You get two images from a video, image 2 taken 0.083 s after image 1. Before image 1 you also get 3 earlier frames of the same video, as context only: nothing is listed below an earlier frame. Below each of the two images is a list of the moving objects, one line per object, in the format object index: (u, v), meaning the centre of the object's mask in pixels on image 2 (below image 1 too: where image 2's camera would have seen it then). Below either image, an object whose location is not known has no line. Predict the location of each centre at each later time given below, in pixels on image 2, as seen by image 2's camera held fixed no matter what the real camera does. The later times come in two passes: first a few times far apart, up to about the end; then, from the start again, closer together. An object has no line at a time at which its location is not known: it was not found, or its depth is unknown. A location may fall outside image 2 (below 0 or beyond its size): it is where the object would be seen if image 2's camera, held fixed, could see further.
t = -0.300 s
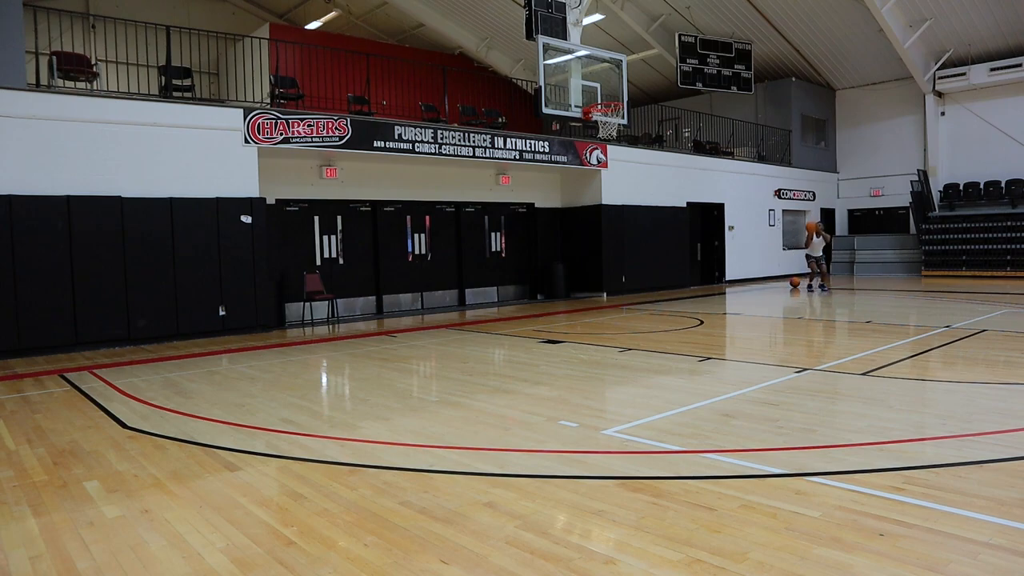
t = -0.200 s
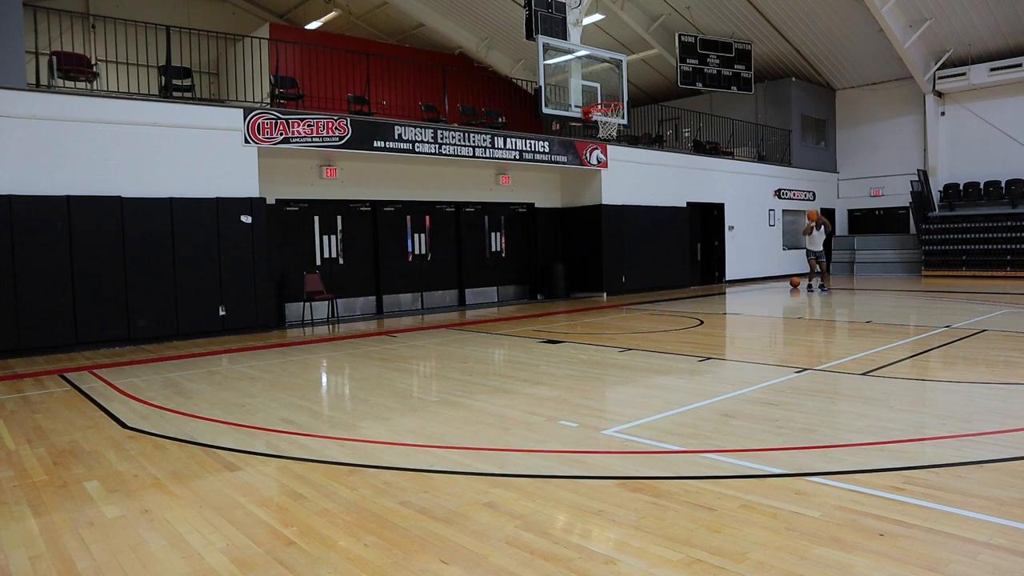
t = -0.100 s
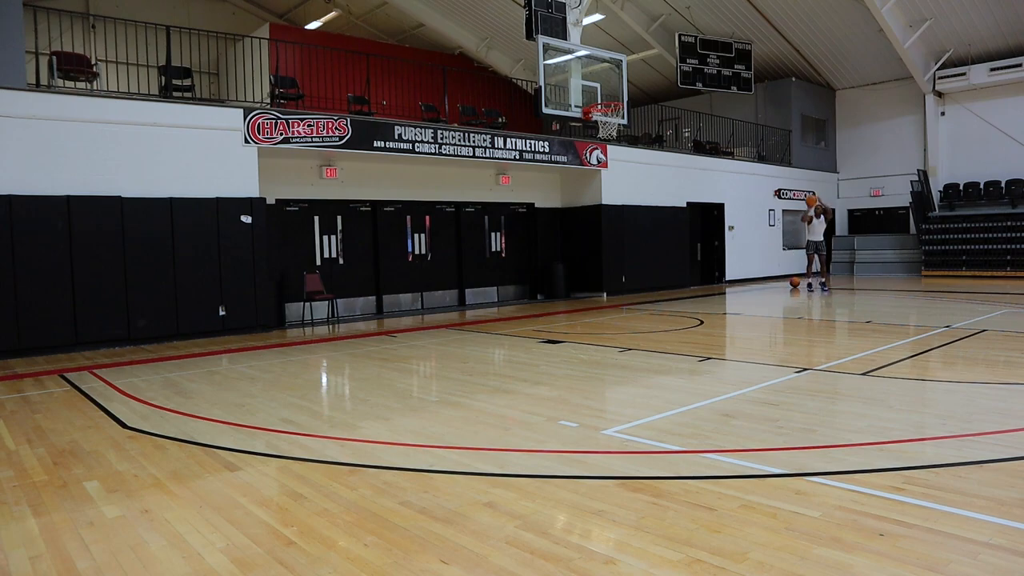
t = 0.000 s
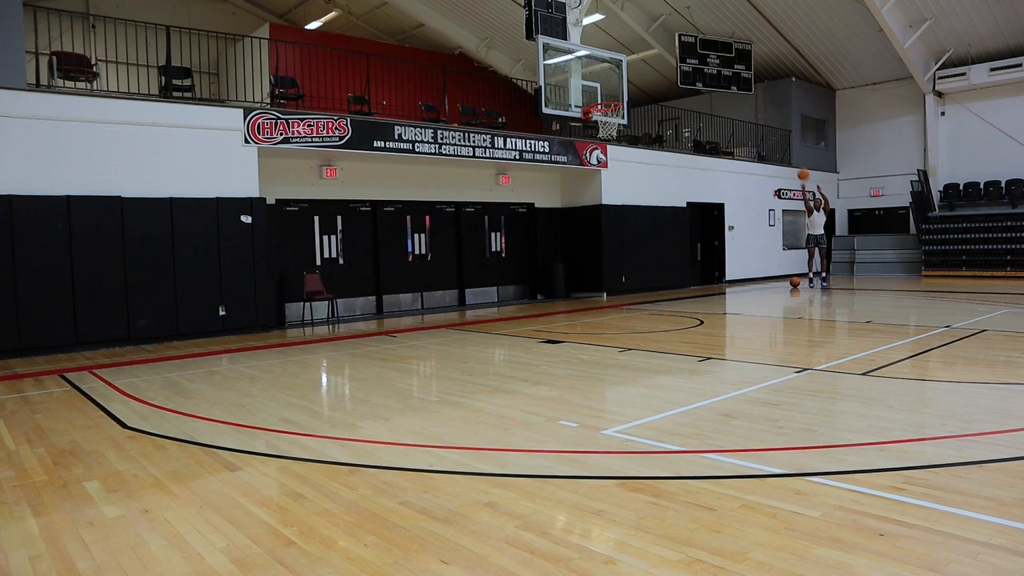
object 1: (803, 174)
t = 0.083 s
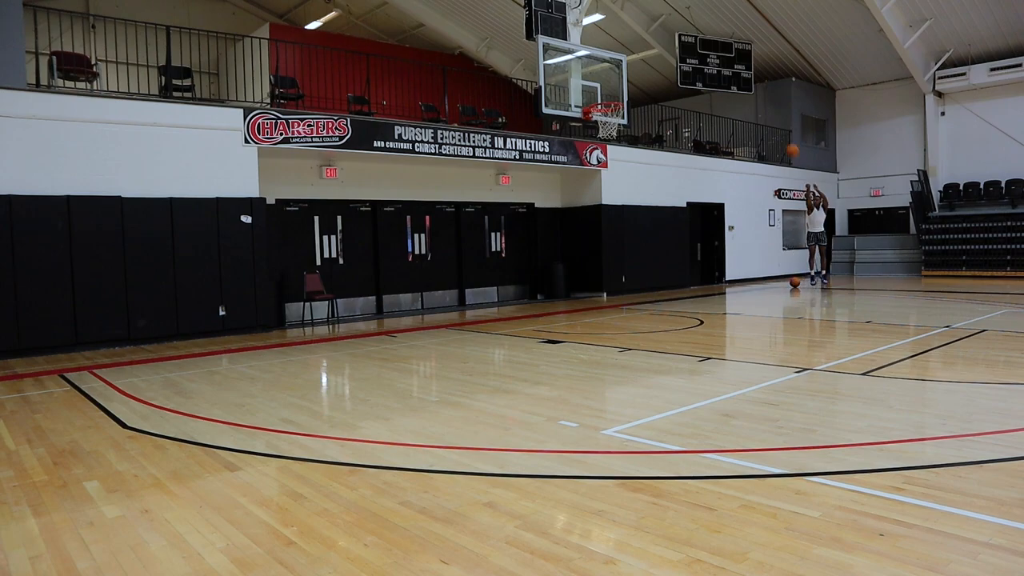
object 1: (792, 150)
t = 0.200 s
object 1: (775, 121)
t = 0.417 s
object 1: (741, 80)
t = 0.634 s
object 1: (704, 60)
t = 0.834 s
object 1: (666, 65)
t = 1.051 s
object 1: (620, 99)
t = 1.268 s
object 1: (596, 72)
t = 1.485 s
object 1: (572, 75)
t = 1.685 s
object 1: (549, 113)
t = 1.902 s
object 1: (522, 195)
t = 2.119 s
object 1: (496, 328)
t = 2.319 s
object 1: (468, 262)
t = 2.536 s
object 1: (435, 203)
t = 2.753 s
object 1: (400, 185)
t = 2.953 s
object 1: (366, 212)
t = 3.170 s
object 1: (329, 295)
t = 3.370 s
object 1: (292, 344)
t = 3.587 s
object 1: (245, 282)
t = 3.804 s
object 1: (196, 273)
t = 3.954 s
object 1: (162, 304)
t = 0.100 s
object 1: (790, 146)
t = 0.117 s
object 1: (787, 141)
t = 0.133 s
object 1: (785, 137)
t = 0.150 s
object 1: (783, 133)
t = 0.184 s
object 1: (778, 125)
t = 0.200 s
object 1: (775, 121)
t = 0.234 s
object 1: (770, 113)
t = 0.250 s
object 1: (768, 109)
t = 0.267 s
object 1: (765, 106)
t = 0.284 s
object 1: (763, 103)
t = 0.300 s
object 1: (761, 99)
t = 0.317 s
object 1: (758, 96)
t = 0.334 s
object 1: (755, 94)
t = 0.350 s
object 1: (752, 90)
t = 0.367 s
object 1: (749, 88)
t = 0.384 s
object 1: (747, 85)
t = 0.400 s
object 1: (744, 83)
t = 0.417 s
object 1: (741, 80)
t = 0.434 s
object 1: (738, 78)
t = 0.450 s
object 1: (736, 76)
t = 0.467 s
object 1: (733, 74)
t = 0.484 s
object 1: (730, 72)
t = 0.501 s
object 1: (728, 70)
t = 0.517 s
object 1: (725, 68)
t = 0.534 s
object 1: (722, 66)
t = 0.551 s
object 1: (719, 65)
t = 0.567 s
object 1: (716, 63)
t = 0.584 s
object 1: (713, 63)
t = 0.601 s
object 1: (710, 62)
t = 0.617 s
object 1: (708, 61)
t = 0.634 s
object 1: (704, 60)
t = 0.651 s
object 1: (701, 59)
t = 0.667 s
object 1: (698, 59)
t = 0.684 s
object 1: (694, 59)
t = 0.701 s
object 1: (692, 59)
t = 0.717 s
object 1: (688, 59)
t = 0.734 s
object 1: (685, 59)
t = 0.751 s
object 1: (682, 60)
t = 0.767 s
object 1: (679, 61)
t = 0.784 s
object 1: (676, 62)
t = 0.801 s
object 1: (672, 63)
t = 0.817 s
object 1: (669, 64)
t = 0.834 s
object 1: (666, 65)
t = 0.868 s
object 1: (659, 68)
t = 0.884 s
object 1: (656, 70)
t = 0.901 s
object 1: (652, 72)
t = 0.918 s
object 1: (648, 75)
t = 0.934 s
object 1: (644, 77)
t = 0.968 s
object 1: (637, 83)
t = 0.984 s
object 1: (634, 86)
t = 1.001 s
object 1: (631, 89)
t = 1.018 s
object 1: (627, 93)
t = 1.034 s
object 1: (623, 96)
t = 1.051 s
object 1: (620, 99)
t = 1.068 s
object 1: (618, 96)
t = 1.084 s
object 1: (616, 94)
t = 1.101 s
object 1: (614, 92)
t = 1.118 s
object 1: (613, 90)
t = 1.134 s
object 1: (611, 86)
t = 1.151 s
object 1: (609, 84)
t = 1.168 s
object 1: (607, 82)
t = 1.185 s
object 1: (606, 80)
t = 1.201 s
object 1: (604, 77)
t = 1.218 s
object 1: (601, 75)
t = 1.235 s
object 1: (600, 74)
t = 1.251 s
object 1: (598, 73)
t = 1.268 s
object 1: (596, 72)
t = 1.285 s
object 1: (595, 71)
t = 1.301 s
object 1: (593, 70)
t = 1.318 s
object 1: (590, 69)
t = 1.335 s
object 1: (589, 69)
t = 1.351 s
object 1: (588, 69)
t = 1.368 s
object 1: (586, 69)
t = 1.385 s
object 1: (584, 70)
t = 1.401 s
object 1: (582, 70)
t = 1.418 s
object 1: (580, 71)
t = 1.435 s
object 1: (578, 72)
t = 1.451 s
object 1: (576, 73)
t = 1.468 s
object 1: (574, 74)
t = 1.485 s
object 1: (572, 75)
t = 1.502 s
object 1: (570, 77)
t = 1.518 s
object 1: (568, 79)
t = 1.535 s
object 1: (566, 82)
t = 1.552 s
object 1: (565, 84)
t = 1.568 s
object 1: (562, 87)
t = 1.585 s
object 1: (560, 90)
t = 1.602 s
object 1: (558, 93)
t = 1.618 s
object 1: (556, 96)
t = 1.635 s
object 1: (554, 100)
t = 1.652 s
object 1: (553, 104)
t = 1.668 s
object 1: (550, 109)
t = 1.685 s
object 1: (549, 113)
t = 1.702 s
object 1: (547, 118)
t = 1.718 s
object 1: (546, 123)
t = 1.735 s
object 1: (543, 127)
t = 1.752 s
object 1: (541, 131)
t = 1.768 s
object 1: (540, 137)
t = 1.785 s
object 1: (537, 144)
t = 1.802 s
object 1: (535, 151)
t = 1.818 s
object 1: (533, 158)
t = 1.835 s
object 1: (531, 165)
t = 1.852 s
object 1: (528, 172)
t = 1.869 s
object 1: (527, 179)
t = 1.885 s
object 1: (525, 187)
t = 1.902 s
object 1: (522, 195)
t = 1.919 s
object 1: (520, 205)
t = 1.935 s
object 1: (518, 214)
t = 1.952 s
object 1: (516, 222)
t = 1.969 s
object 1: (514, 231)
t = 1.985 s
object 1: (513, 240)
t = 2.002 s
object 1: (511, 251)
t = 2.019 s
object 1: (508, 261)
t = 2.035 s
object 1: (506, 271)
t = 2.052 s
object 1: (504, 281)
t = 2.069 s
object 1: (502, 292)
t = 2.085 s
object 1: (500, 304)
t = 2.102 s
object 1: (498, 316)
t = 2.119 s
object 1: (496, 328)
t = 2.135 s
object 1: (494, 337)
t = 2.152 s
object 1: (492, 331)
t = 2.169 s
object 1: (489, 323)
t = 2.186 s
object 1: (487, 315)
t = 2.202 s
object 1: (485, 308)
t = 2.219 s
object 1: (482, 301)
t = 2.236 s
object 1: (479, 294)
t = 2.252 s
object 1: (477, 286)
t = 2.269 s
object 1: (474, 280)
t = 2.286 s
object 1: (472, 274)
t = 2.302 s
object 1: (470, 268)
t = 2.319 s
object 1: (468, 262)
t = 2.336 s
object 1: (465, 256)
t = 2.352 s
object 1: (463, 250)
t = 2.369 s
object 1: (460, 245)
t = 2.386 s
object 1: (458, 240)
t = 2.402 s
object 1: (455, 234)
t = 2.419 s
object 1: (453, 230)
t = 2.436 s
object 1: (450, 225)
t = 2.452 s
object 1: (447, 221)
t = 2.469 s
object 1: (445, 216)
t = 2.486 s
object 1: (443, 213)
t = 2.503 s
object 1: (440, 210)
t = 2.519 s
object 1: (437, 206)
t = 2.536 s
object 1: (435, 203)
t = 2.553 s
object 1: (432, 200)
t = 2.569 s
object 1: (430, 197)
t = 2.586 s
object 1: (426, 195)
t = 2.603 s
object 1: (424, 193)
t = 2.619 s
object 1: (421, 191)
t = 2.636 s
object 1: (418, 189)
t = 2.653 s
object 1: (416, 187)
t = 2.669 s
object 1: (414, 186)
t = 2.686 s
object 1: (411, 185)
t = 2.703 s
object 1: (408, 185)
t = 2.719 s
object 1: (405, 184)
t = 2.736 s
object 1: (403, 184)
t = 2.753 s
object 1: (400, 185)
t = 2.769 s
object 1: (397, 185)
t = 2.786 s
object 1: (394, 186)
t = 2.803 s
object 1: (392, 187)
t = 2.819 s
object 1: (389, 189)
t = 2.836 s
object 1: (386, 191)
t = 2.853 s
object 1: (383, 193)
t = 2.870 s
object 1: (380, 195)
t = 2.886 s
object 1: (378, 198)
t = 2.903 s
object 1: (375, 201)
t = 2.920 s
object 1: (372, 204)
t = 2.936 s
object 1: (369, 208)
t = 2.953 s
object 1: (366, 212)
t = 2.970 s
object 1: (363, 216)
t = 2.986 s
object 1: (360, 221)
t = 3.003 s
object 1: (358, 226)
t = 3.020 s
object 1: (355, 231)
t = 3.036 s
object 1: (352, 237)
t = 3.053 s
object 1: (350, 243)
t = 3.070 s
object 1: (347, 250)
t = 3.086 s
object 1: (343, 257)
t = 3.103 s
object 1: (340, 264)
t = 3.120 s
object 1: (337, 272)
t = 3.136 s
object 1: (335, 279)
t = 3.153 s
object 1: (332, 287)
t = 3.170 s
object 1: (329, 295)
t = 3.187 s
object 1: (326, 304)
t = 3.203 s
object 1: (324, 315)
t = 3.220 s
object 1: (321, 325)
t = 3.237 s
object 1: (318, 334)
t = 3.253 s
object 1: (315, 345)
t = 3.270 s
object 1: (312, 356)
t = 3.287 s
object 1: (309, 368)
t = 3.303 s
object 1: (306, 373)
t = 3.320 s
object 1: (302, 366)
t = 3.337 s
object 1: (298, 358)
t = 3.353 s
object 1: (295, 351)
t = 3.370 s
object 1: (292, 344)
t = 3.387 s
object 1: (288, 337)
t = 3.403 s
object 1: (284, 331)
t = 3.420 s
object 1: (281, 325)
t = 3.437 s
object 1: (277, 319)
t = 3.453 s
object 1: (273, 314)
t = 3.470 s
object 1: (270, 309)
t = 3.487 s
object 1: (267, 305)
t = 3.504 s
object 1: (263, 300)
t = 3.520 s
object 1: (259, 296)
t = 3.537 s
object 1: (256, 292)
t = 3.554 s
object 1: (252, 288)
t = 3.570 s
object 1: (248, 285)
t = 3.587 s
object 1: (245, 282)
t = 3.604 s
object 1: (241, 279)
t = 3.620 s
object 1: (238, 277)
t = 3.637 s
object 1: (234, 275)
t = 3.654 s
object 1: (230, 273)
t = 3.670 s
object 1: (226, 271)
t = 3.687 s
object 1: (223, 270)
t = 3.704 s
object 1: (219, 269)
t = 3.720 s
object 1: (215, 269)
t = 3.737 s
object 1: (211, 269)
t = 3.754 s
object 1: (208, 270)
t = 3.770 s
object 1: (204, 270)
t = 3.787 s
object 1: (200, 271)
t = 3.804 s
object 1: (196, 273)
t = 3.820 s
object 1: (192, 275)
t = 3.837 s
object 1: (189, 277)
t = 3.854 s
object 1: (185, 280)
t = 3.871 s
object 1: (181, 283)
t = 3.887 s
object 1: (177, 286)
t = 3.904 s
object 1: (173, 290)
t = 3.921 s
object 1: (169, 294)
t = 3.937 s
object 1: (165, 299)
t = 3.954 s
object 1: (162, 304)
